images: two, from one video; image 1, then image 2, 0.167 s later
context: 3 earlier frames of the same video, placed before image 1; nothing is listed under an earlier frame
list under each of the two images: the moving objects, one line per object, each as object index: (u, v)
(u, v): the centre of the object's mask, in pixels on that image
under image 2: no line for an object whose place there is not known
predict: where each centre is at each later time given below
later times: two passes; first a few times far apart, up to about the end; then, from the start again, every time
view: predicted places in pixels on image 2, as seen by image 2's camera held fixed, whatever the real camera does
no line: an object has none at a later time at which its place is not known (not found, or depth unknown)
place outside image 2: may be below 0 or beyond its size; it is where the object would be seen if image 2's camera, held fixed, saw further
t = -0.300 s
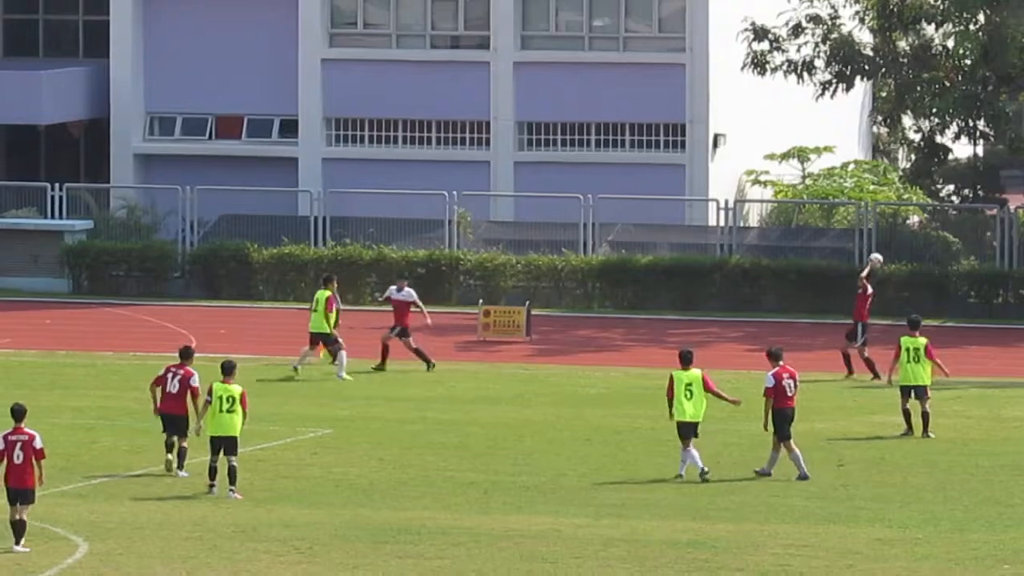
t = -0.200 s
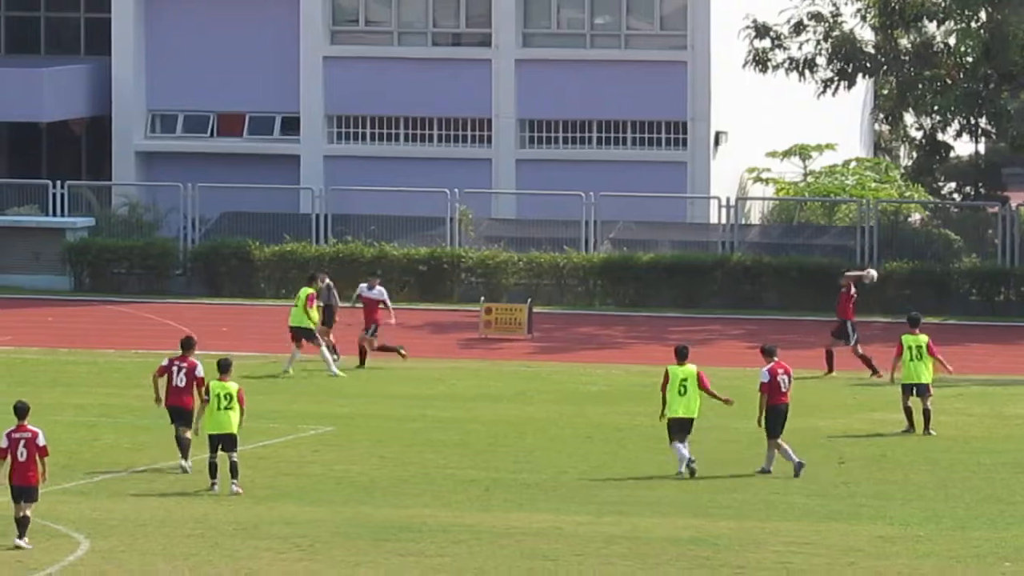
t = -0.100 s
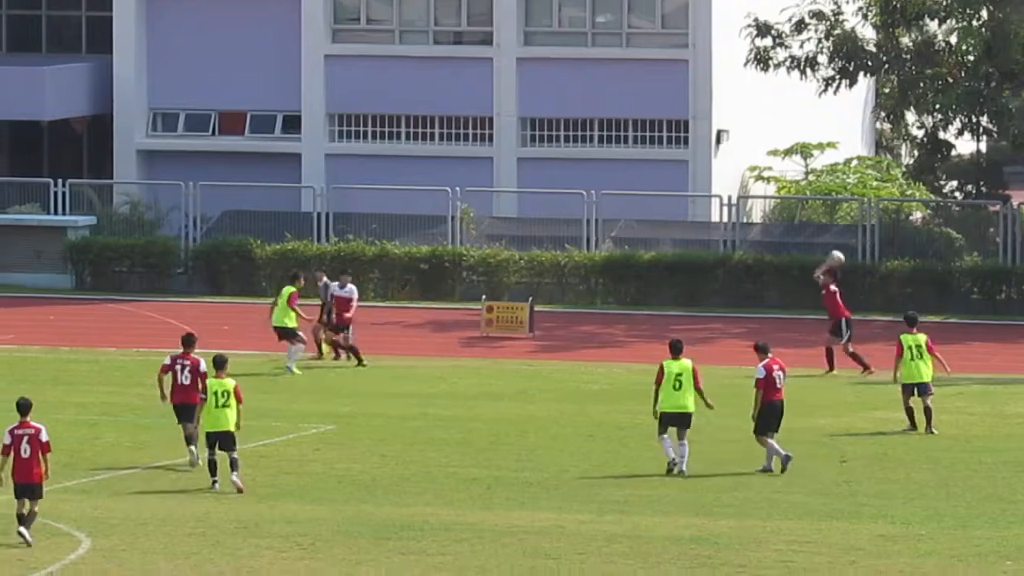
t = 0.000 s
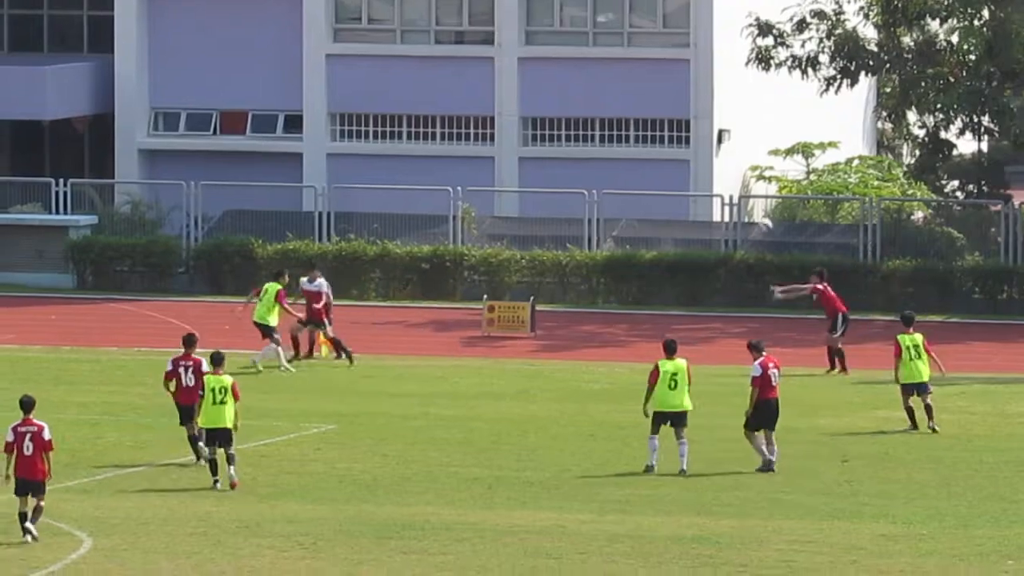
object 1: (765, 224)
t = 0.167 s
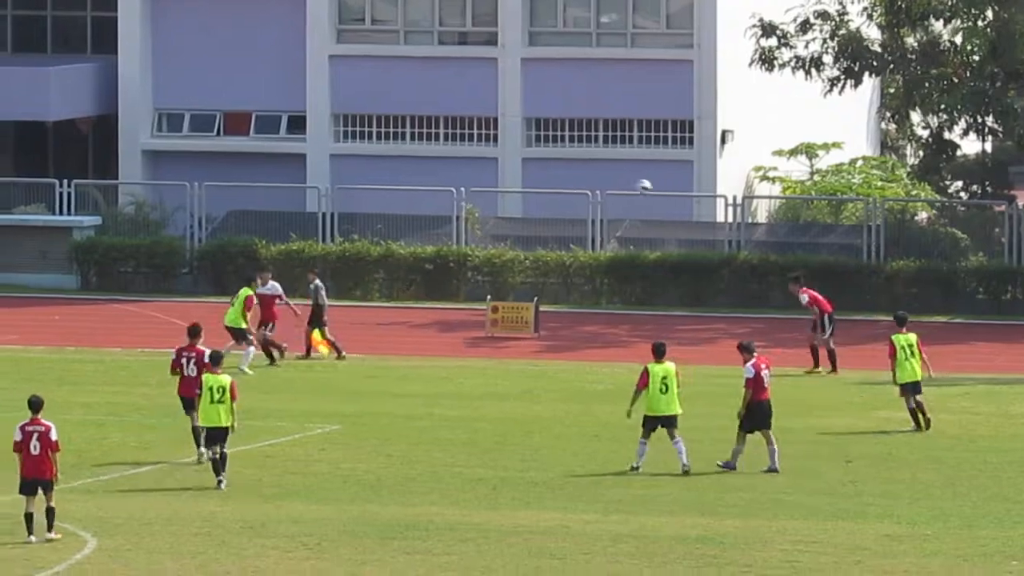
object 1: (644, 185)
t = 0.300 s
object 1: (546, 170)
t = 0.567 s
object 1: (354, 173)
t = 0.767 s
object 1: (213, 206)
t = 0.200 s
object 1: (619, 180)
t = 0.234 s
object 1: (594, 176)
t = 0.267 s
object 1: (570, 173)
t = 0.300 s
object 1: (546, 170)
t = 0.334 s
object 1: (521, 167)
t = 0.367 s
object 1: (497, 166)
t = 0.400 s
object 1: (474, 166)
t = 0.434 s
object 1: (450, 165)
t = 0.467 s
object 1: (426, 166)
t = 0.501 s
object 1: (402, 168)
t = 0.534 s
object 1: (379, 169)
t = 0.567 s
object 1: (354, 173)
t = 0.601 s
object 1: (330, 177)
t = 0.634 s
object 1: (307, 181)
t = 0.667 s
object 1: (284, 186)
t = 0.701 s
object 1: (260, 191)
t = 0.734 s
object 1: (237, 198)
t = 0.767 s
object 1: (213, 206)
